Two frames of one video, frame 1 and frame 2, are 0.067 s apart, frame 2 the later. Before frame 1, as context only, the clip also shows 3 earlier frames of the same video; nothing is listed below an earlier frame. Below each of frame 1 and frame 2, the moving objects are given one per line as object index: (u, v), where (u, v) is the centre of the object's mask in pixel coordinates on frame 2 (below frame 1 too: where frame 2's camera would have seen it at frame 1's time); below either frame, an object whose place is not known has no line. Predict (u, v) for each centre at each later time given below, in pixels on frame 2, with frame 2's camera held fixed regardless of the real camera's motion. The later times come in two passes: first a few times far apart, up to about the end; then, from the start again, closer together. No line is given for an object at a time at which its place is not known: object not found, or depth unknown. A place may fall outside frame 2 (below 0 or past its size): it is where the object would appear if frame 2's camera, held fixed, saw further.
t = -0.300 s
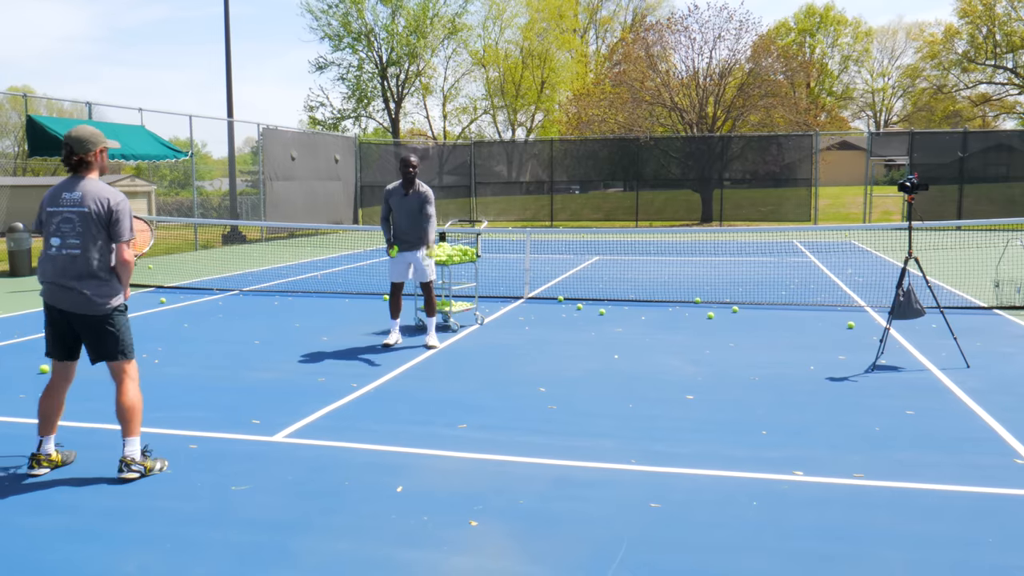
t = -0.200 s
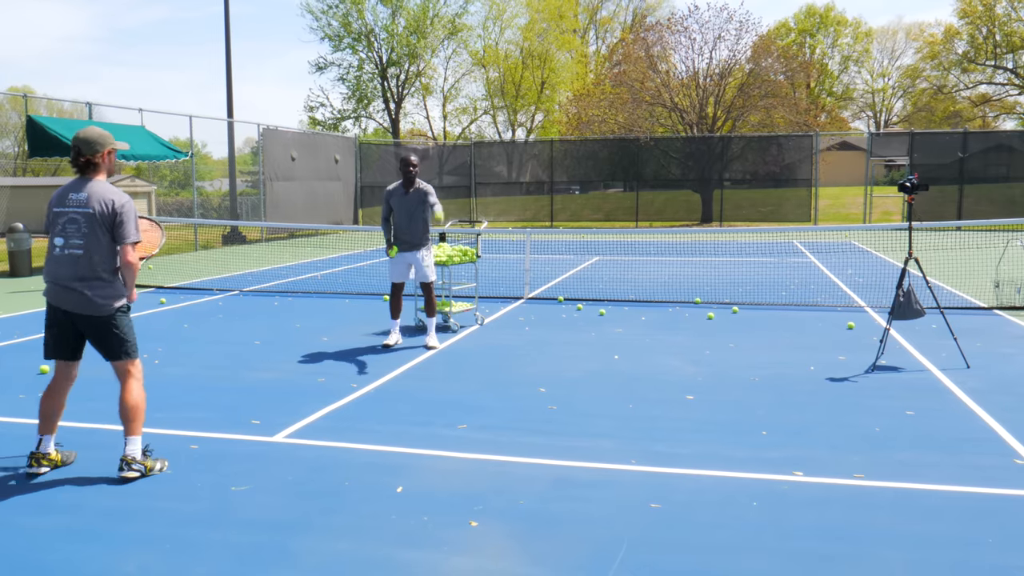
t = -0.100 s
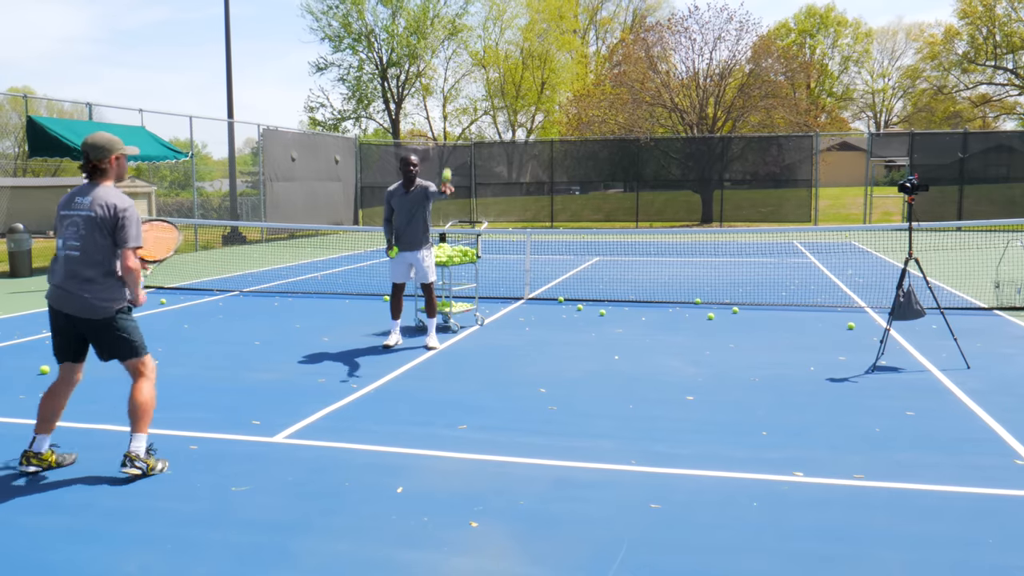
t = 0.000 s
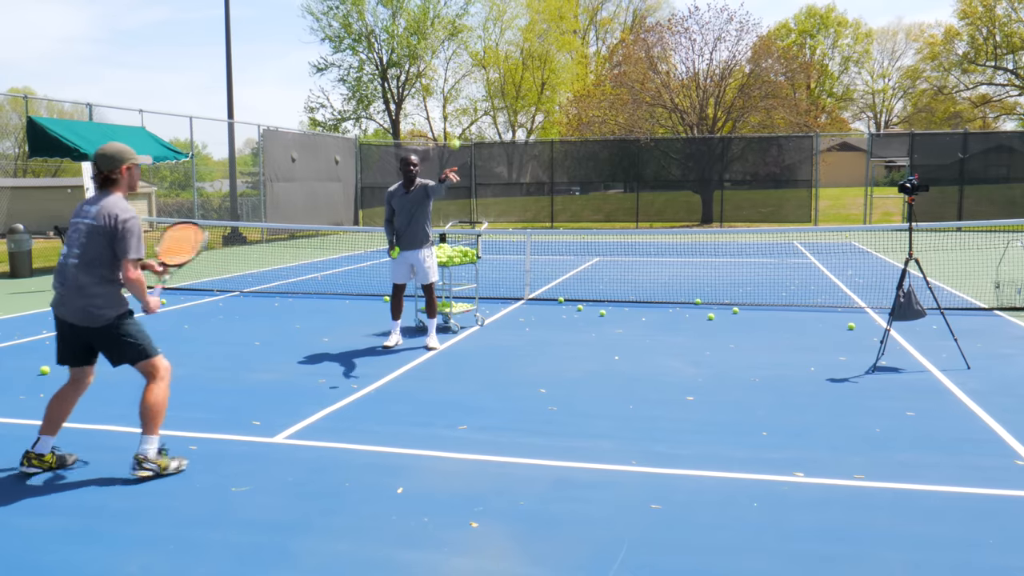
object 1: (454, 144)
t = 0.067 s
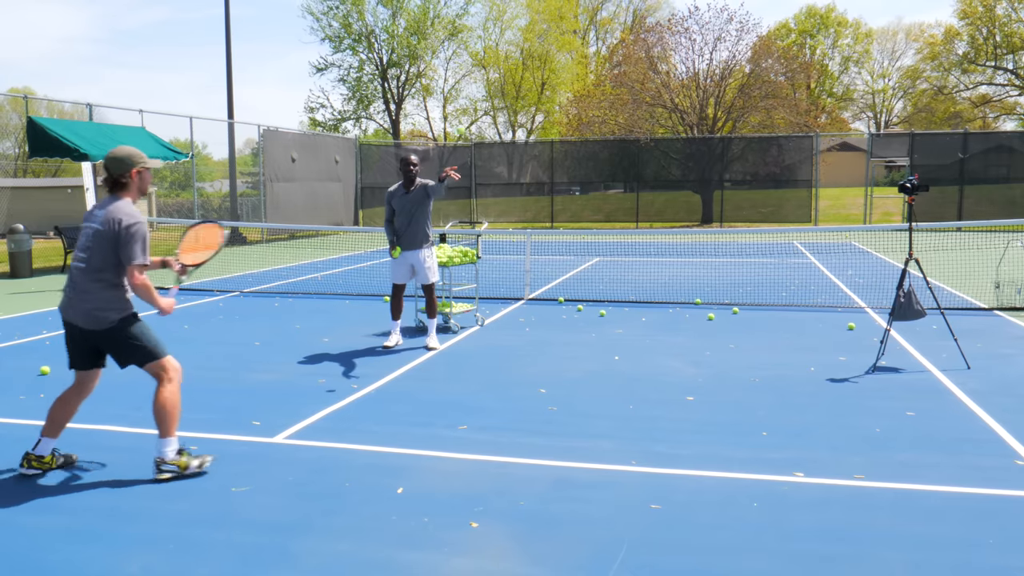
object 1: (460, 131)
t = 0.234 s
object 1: (473, 118)
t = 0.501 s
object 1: (499, 177)
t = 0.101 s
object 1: (463, 125)
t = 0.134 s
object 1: (465, 121)
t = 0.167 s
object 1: (469, 119)
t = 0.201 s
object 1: (471, 118)
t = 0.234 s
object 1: (473, 118)
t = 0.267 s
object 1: (477, 120)
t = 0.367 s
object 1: (487, 133)
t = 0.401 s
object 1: (490, 144)
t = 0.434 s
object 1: (493, 153)
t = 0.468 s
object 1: (496, 164)
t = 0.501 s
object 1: (499, 177)
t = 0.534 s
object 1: (502, 191)
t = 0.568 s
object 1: (505, 208)
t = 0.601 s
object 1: (509, 224)
